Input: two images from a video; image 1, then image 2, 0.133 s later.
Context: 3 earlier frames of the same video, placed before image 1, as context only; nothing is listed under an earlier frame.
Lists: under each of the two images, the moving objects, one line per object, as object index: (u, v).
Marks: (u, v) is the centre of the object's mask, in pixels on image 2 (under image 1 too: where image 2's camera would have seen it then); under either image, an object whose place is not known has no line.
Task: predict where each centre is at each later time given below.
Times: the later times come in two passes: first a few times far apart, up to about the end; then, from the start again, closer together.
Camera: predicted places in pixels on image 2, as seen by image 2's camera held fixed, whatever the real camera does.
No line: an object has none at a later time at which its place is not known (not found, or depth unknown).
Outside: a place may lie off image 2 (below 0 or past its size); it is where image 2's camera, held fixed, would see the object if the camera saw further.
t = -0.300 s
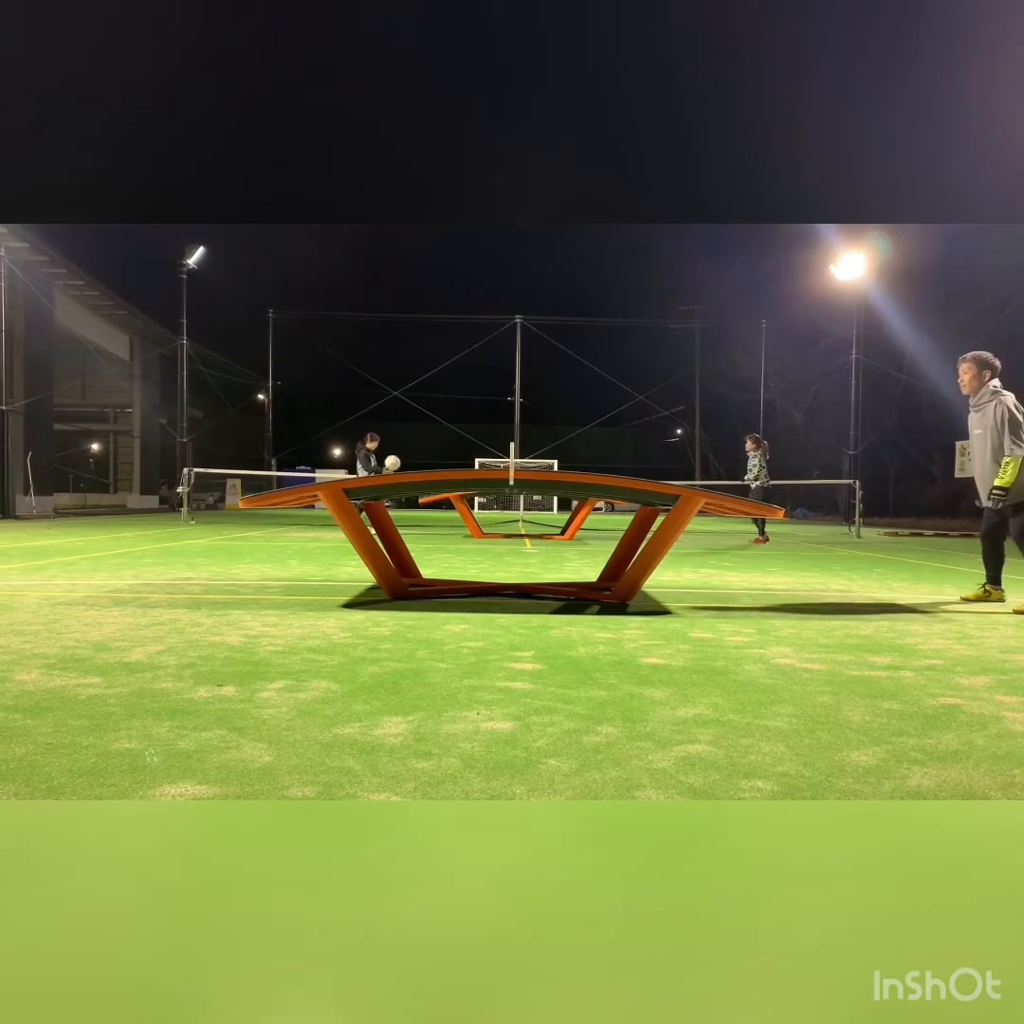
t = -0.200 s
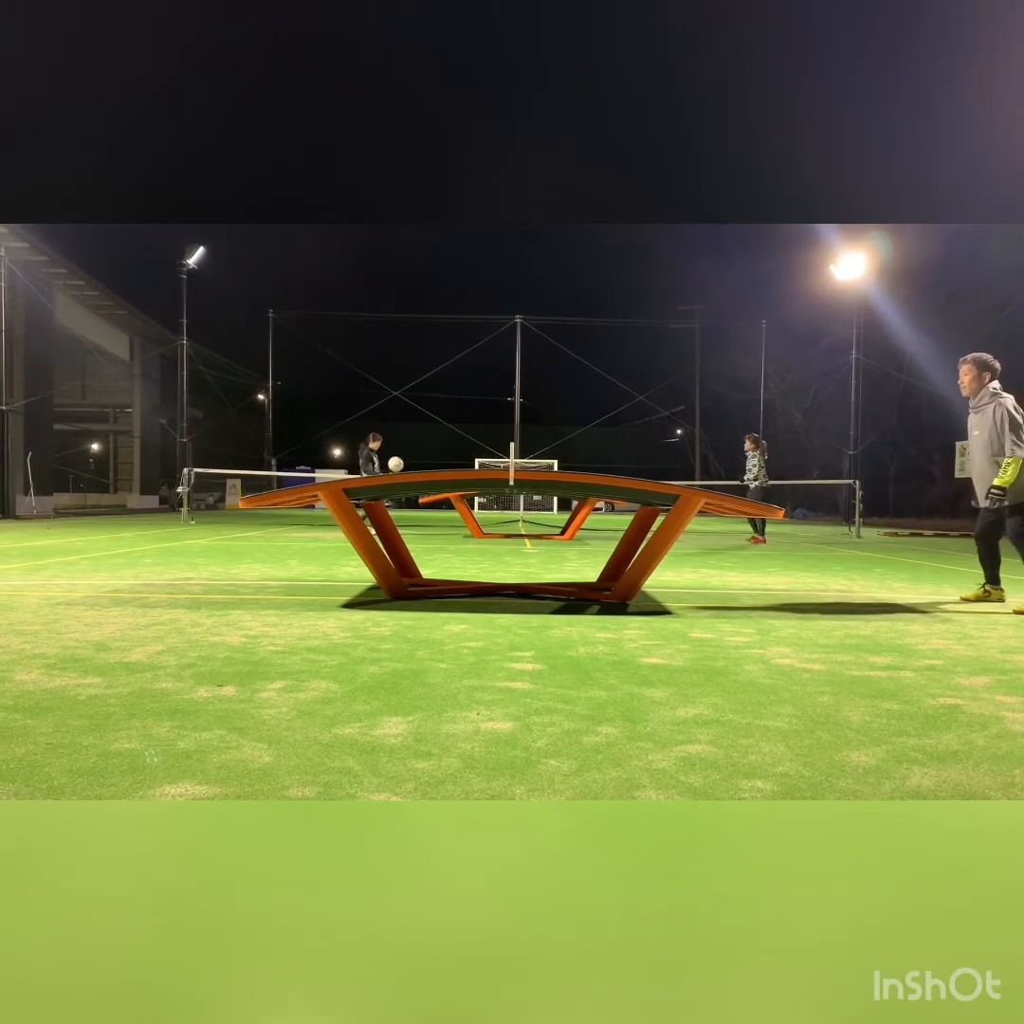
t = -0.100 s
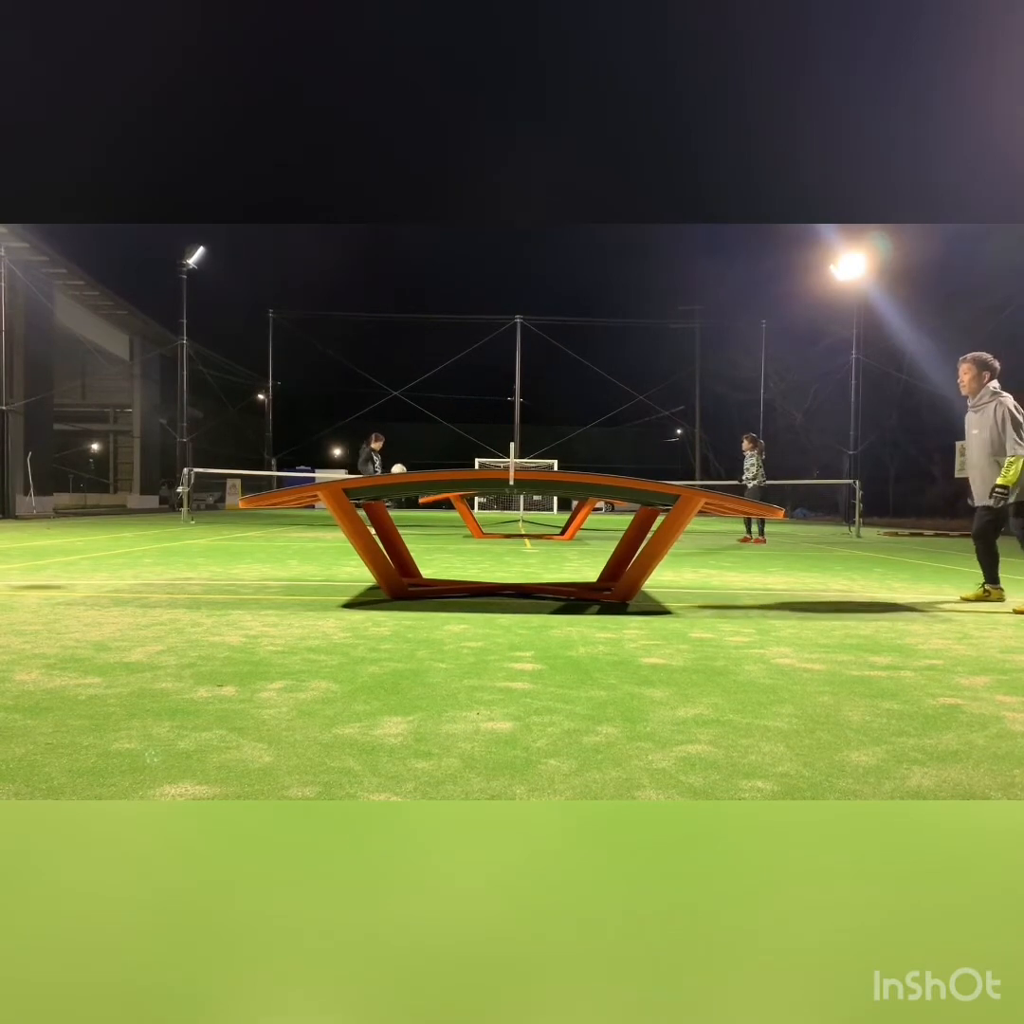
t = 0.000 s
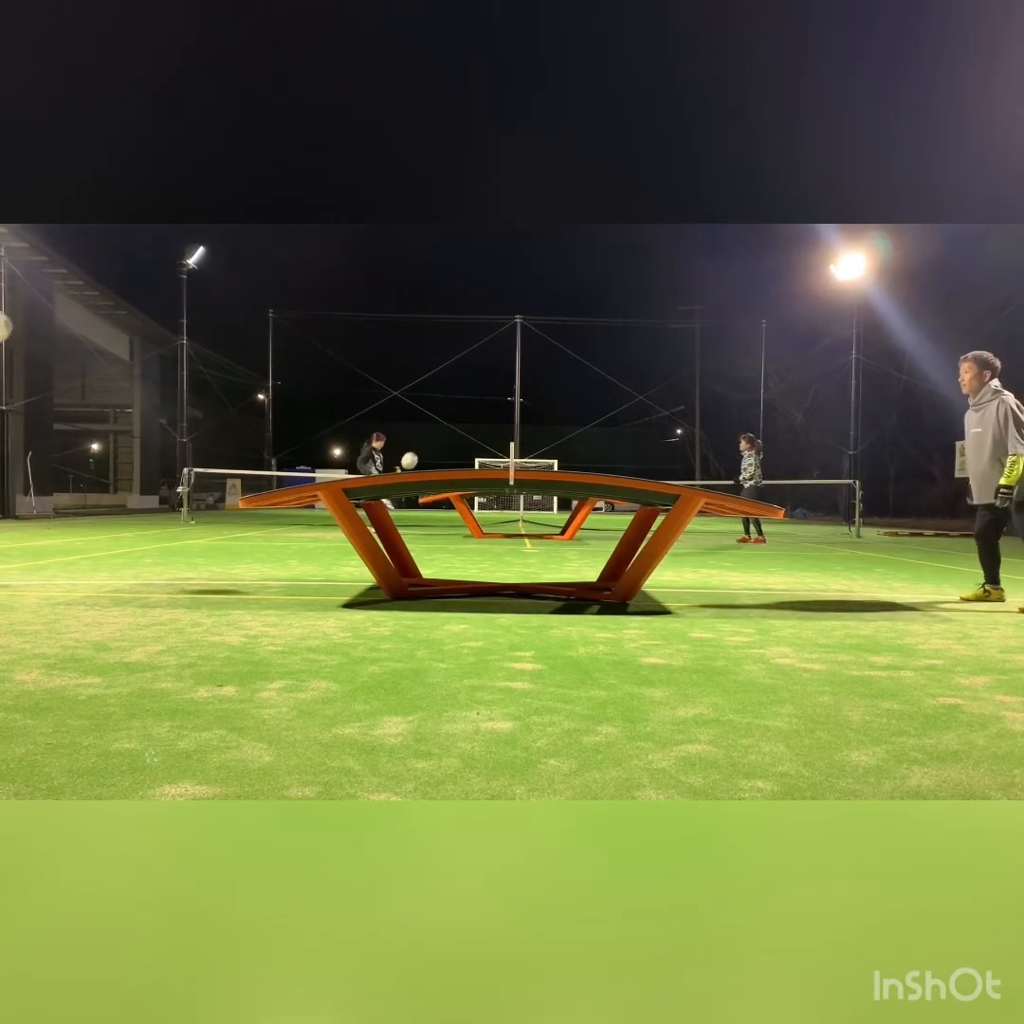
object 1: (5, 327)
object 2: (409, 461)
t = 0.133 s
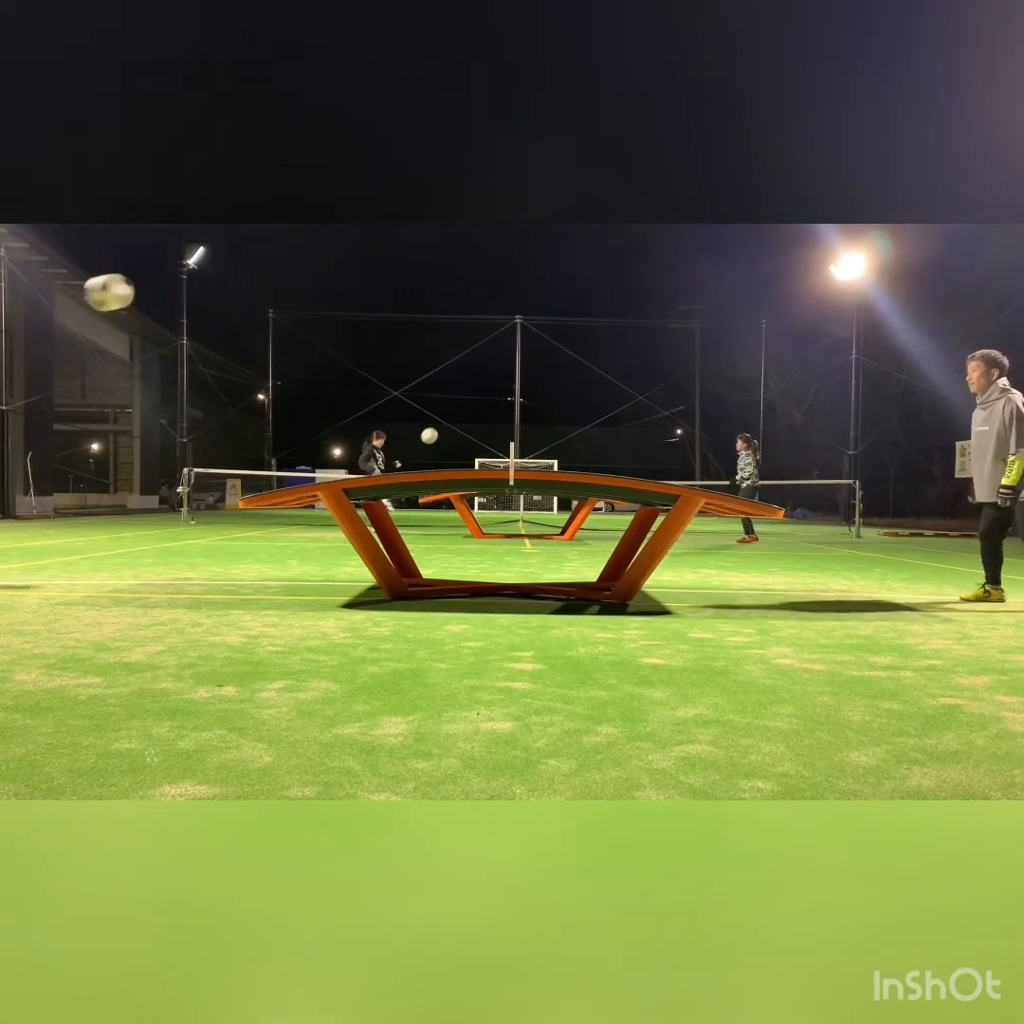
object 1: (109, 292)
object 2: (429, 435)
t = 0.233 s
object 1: (199, 283)
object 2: (444, 425)
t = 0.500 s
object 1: (438, 336)
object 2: (482, 427)
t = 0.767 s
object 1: (664, 459)
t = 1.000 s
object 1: (846, 428)
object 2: (476, 461)
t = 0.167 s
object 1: (139, 287)
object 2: (434, 431)
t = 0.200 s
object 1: (169, 284)
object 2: (439, 427)
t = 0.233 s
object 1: (199, 283)
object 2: (444, 425)
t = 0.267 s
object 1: (230, 283)
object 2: (449, 422)
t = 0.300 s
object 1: (259, 286)
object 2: (454, 421)
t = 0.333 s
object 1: (290, 290)
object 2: (458, 420)
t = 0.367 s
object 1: (320, 295)
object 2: (463, 420)
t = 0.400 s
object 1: (350, 303)
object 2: (468, 421)
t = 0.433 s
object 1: (379, 312)
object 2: (473, 422)
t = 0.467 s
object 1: (409, 324)
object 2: (478, 424)
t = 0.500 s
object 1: (438, 336)
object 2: (482, 427)
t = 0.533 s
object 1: (467, 350)
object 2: (487, 431)
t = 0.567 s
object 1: (496, 365)
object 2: (491, 435)
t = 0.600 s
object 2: (496, 440)
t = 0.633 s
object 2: (500, 445)
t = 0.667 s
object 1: (582, 422)
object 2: (504, 451)
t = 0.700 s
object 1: (610, 445)
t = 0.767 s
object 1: (664, 459)
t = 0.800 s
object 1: (690, 449)
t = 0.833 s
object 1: (717, 441)
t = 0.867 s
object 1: (742, 435)
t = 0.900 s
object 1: (769, 430)
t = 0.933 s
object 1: (794, 427)
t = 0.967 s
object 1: (820, 426)
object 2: (481, 461)
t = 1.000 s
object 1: (846, 428)
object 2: (476, 461)
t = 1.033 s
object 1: (872, 430)
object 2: (470, 462)
